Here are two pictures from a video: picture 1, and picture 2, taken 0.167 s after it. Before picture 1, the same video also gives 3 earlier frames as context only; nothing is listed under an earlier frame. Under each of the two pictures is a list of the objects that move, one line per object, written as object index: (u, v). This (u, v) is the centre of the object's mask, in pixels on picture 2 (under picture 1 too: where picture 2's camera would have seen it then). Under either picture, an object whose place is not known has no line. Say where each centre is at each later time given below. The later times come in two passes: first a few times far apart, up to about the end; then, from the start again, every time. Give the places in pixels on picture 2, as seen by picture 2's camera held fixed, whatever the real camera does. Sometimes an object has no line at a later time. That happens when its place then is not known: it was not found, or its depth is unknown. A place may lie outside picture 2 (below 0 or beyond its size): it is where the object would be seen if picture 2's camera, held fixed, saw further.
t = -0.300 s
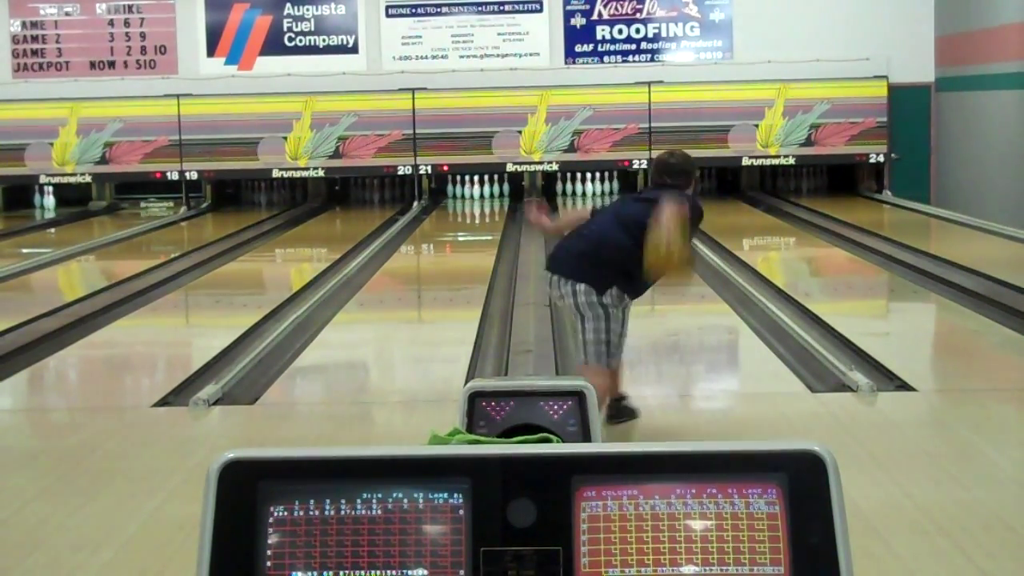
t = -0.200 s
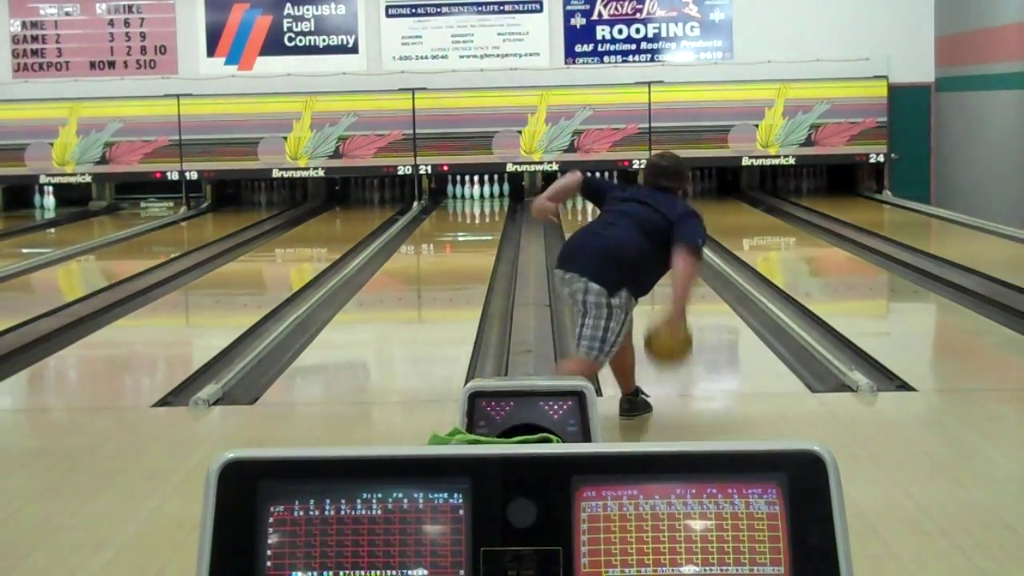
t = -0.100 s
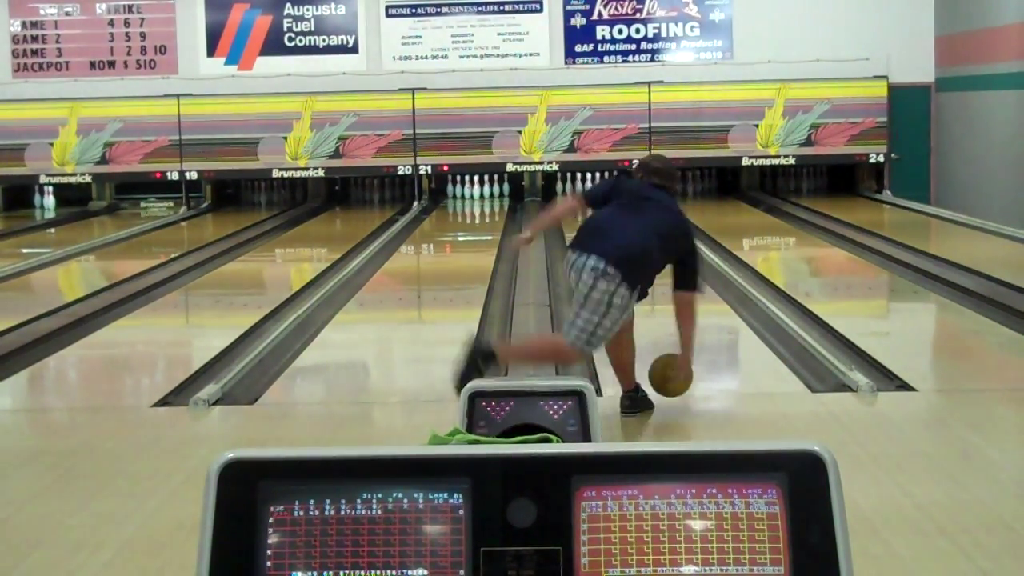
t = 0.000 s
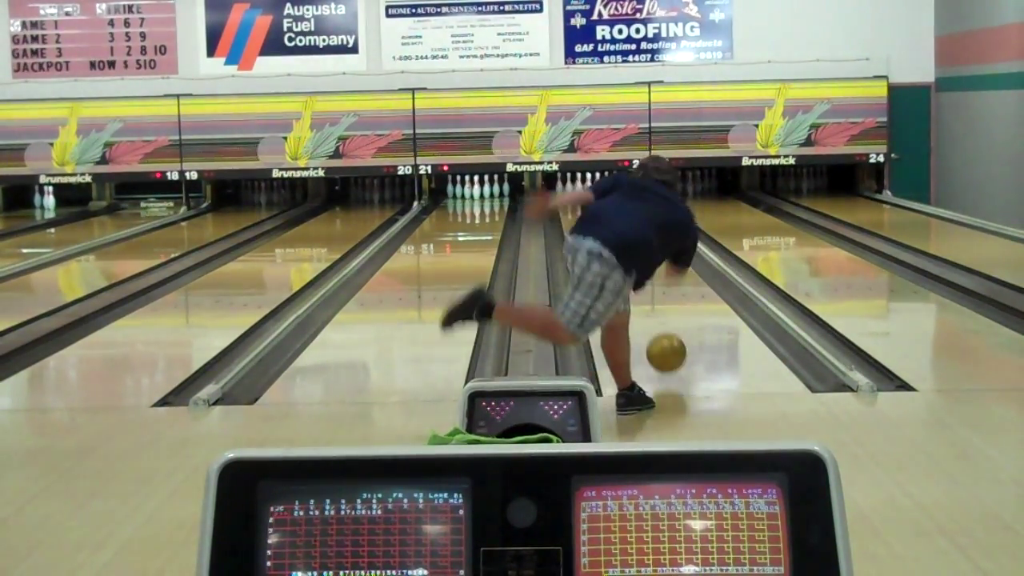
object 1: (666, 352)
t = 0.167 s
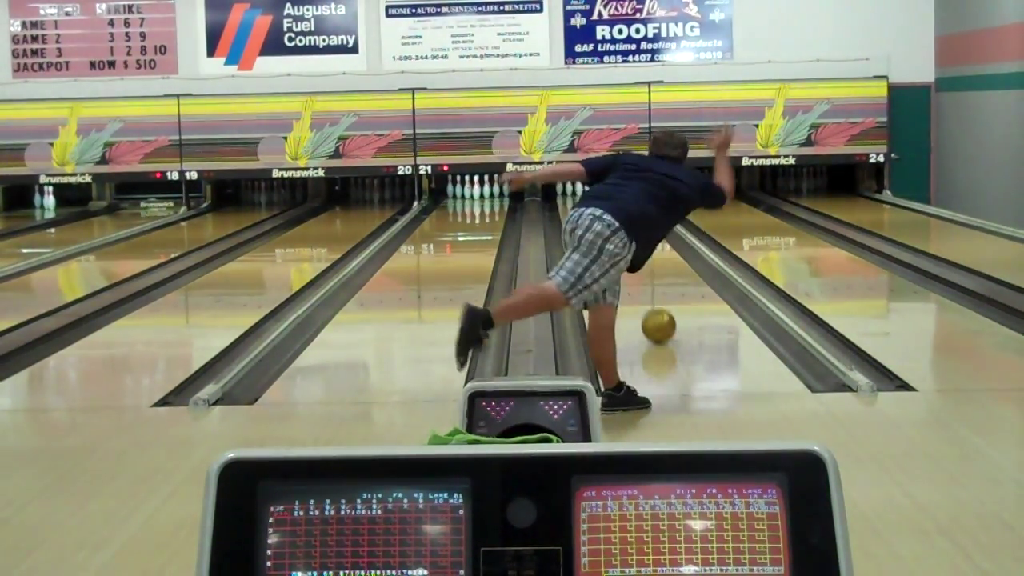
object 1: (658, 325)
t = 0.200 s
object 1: (657, 319)
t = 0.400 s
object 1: (650, 290)
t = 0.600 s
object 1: (646, 269)
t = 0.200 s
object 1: (657, 319)
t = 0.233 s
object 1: (656, 314)
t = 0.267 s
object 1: (655, 309)
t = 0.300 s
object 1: (653, 304)
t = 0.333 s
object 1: (652, 299)
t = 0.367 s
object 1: (651, 294)
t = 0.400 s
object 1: (650, 290)
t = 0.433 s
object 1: (649, 286)
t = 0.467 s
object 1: (648, 282)
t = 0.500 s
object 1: (647, 279)
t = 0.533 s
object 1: (647, 275)
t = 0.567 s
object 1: (646, 272)
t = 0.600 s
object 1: (646, 269)
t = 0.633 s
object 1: (646, 266)
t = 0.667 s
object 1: (646, 264)
